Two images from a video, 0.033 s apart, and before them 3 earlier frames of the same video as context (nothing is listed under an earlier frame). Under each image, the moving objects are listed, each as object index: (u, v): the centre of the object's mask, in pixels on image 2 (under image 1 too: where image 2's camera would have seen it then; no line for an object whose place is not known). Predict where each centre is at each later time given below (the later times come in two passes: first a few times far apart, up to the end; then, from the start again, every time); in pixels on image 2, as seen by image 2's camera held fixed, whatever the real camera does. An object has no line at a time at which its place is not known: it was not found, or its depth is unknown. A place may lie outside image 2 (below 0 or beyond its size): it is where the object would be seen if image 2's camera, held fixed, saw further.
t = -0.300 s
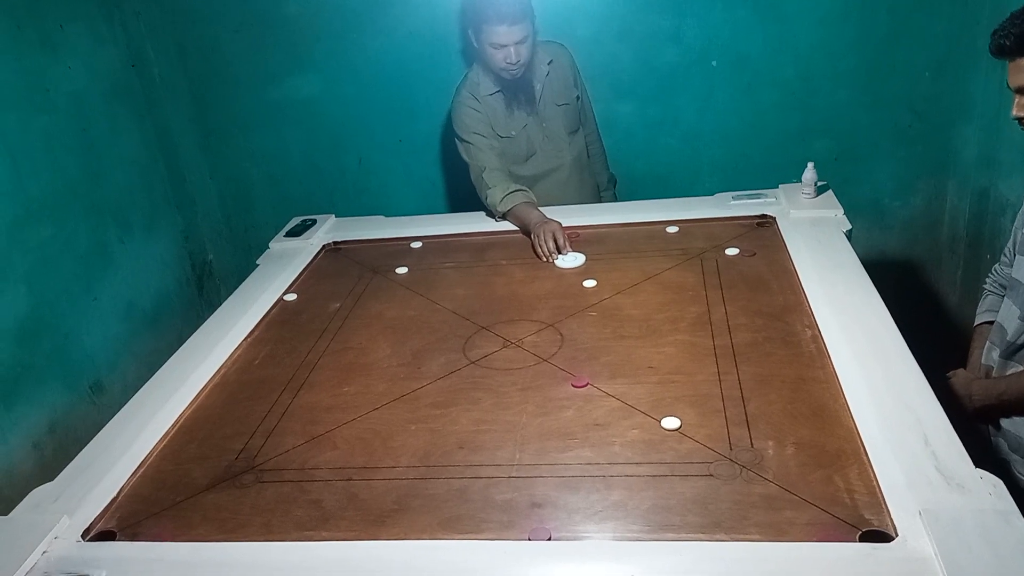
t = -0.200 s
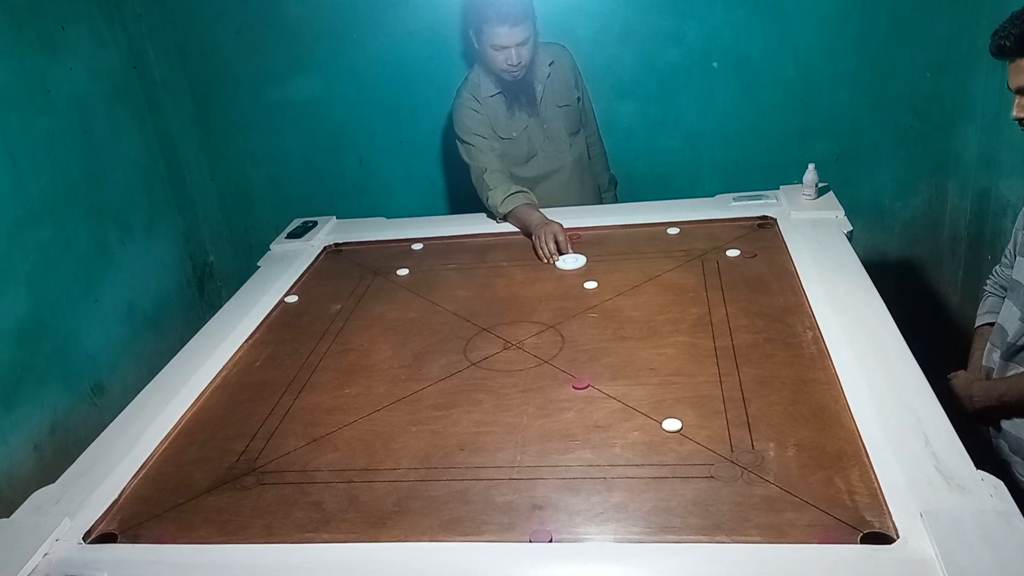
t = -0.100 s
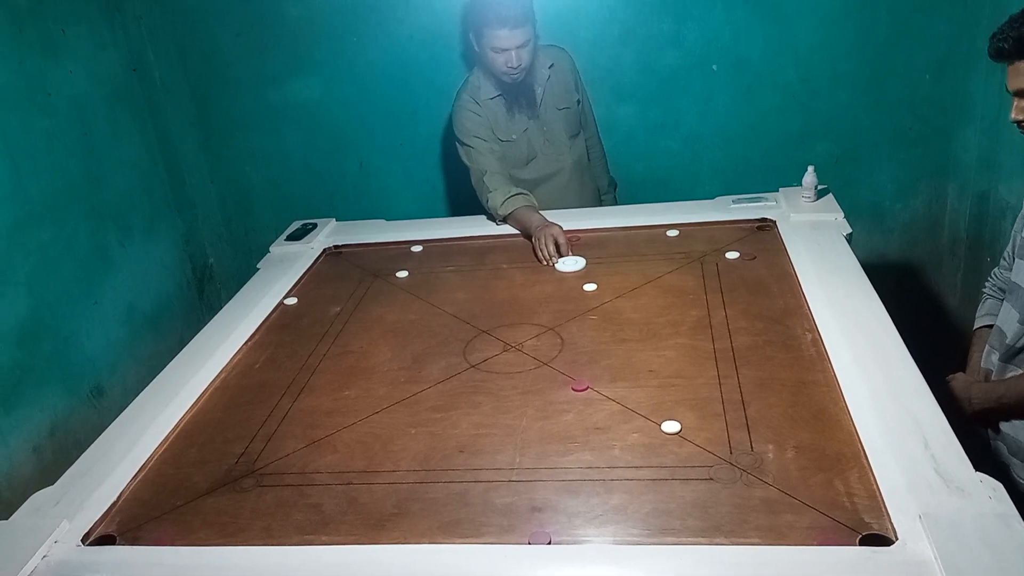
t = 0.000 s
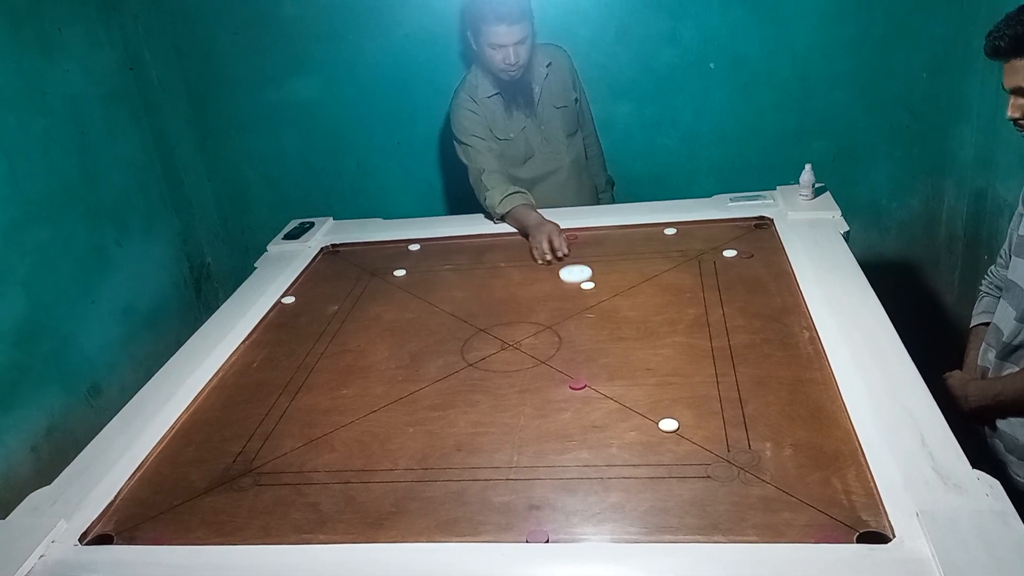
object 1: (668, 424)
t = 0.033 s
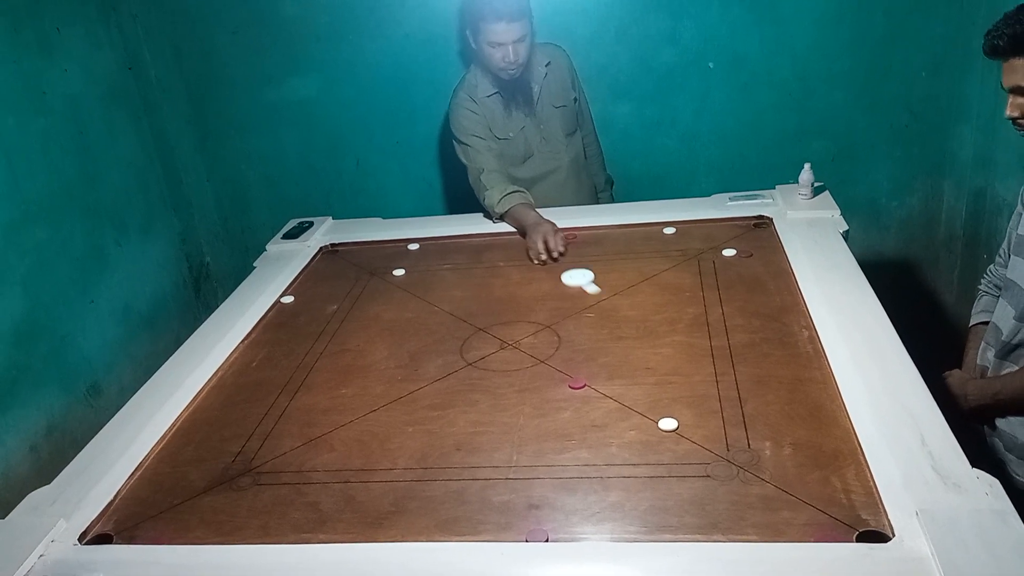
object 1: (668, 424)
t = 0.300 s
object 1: (668, 424)
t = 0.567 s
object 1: (668, 424)
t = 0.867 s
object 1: (668, 424)
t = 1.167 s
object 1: (693, 453)
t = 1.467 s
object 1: (742, 507)
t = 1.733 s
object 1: (781, 537)
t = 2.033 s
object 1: (803, 526)
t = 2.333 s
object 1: (817, 521)
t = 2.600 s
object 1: (820, 520)
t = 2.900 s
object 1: (820, 520)
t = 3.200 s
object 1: (820, 520)
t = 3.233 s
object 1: (820, 520)
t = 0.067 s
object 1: (668, 424)
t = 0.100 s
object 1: (668, 424)
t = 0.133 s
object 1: (668, 424)
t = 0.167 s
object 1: (668, 424)
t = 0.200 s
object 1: (668, 424)
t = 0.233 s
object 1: (668, 424)
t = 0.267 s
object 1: (668, 424)
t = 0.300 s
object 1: (668, 424)
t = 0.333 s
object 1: (668, 424)
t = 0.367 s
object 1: (668, 424)
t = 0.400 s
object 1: (668, 424)
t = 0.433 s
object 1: (668, 424)
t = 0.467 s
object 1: (668, 424)
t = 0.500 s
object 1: (668, 424)
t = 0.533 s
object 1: (668, 424)
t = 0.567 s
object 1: (668, 424)
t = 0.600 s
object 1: (668, 424)
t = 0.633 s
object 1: (668, 424)
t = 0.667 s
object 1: (668, 424)
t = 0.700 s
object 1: (668, 424)
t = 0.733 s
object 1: (668, 424)
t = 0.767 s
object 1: (668, 424)
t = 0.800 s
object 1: (668, 424)
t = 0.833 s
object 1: (668, 424)
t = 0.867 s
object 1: (668, 424)
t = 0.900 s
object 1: (668, 424)
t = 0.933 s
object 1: (668, 424)
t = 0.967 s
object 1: (668, 424)
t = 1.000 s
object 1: (668, 425)
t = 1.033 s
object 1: (673, 429)
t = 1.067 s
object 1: (678, 435)
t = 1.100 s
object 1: (683, 441)
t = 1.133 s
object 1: (688, 446)
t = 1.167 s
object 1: (693, 453)
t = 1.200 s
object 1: (698, 459)
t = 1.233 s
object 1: (704, 465)
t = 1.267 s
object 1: (710, 471)
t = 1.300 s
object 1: (715, 477)
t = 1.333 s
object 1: (720, 483)
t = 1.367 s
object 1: (726, 489)
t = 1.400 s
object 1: (731, 495)
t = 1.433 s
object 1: (736, 501)
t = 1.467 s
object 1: (742, 507)
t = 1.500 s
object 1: (747, 512)
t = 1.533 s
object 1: (752, 518)
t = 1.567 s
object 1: (758, 524)
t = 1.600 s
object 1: (763, 530)
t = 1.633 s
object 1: (768, 534)
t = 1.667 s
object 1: (773, 537)
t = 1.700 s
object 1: (778, 538)
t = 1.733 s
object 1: (781, 537)
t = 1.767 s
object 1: (783, 536)
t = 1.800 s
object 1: (786, 535)
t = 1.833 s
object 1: (789, 533)
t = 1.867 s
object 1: (791, 532)
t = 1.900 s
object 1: (794, 531)
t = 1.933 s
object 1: (796, 529)
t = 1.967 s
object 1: (799, 528)
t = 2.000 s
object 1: (801, 527)
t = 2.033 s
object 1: (803, 526)
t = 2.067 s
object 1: (804, 525)
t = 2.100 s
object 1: (806, 524)
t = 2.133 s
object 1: (808, 524)
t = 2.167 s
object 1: (810, 523)
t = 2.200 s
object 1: (812, 522)
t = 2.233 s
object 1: (813, 522)
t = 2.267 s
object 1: (814, 522)
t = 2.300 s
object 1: (816, 522)
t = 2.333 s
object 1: (817, 521)
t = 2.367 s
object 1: (818, 521)
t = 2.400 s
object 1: (818, 521)
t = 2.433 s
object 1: (819, 521)
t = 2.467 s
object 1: (820, 521)
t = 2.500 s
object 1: (820, 521)
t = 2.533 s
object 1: (820, 520)
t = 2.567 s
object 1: (820, 520)
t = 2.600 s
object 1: (820, 520)
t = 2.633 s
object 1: (820, 520)
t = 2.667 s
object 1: (820, 520)
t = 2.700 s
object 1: (820, 520)
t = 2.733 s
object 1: (820, 520)
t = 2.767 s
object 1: (820, 520)
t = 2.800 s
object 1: (820, 520)
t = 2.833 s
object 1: (820, 521)
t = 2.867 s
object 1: (820, 520)
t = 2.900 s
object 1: (820, 520)
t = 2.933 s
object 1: (820, 521)
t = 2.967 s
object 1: (820, 521)
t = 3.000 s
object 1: (820, 521)
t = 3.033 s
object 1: (820, 520)
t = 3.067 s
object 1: (820, 521)
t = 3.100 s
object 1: (820, 520)
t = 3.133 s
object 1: (820, 520)
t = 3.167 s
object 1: (820, 520)
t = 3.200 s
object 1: (820, 520)
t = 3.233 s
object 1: (820, 520)
